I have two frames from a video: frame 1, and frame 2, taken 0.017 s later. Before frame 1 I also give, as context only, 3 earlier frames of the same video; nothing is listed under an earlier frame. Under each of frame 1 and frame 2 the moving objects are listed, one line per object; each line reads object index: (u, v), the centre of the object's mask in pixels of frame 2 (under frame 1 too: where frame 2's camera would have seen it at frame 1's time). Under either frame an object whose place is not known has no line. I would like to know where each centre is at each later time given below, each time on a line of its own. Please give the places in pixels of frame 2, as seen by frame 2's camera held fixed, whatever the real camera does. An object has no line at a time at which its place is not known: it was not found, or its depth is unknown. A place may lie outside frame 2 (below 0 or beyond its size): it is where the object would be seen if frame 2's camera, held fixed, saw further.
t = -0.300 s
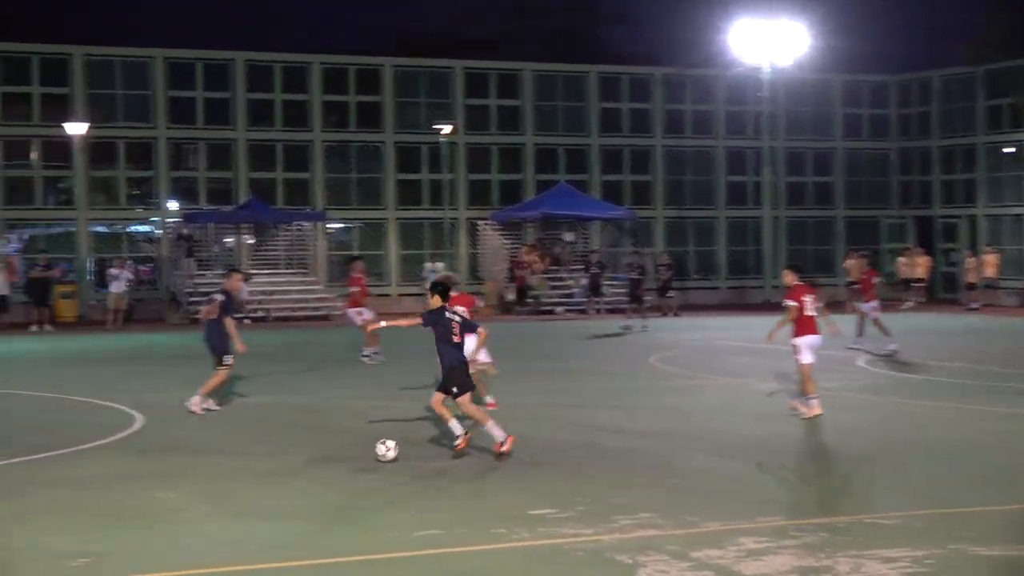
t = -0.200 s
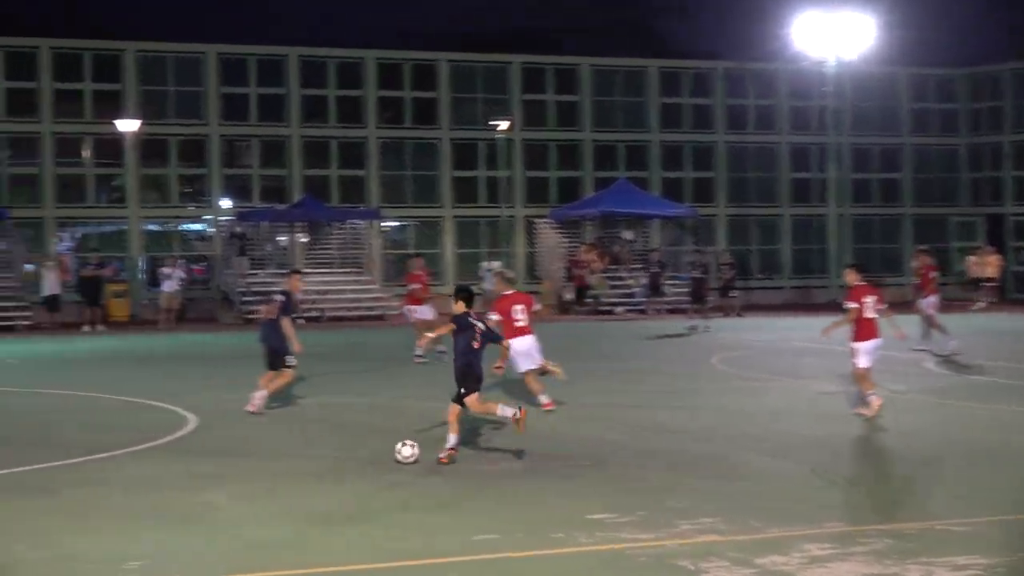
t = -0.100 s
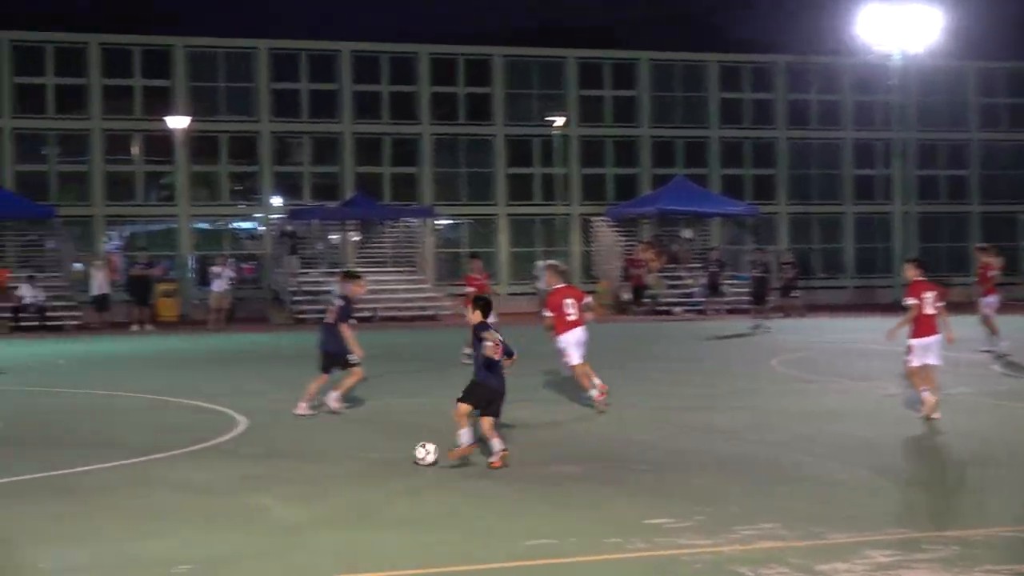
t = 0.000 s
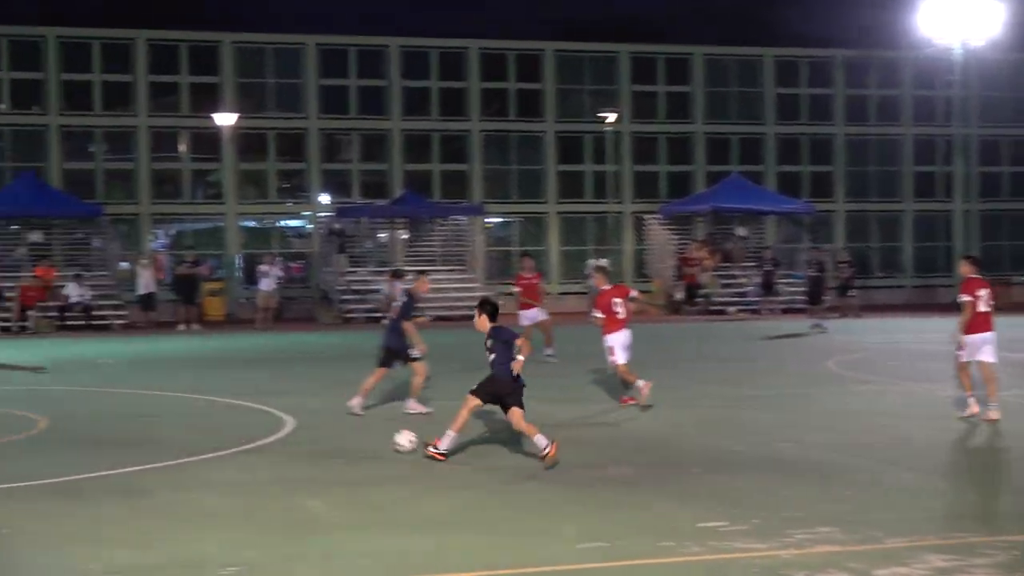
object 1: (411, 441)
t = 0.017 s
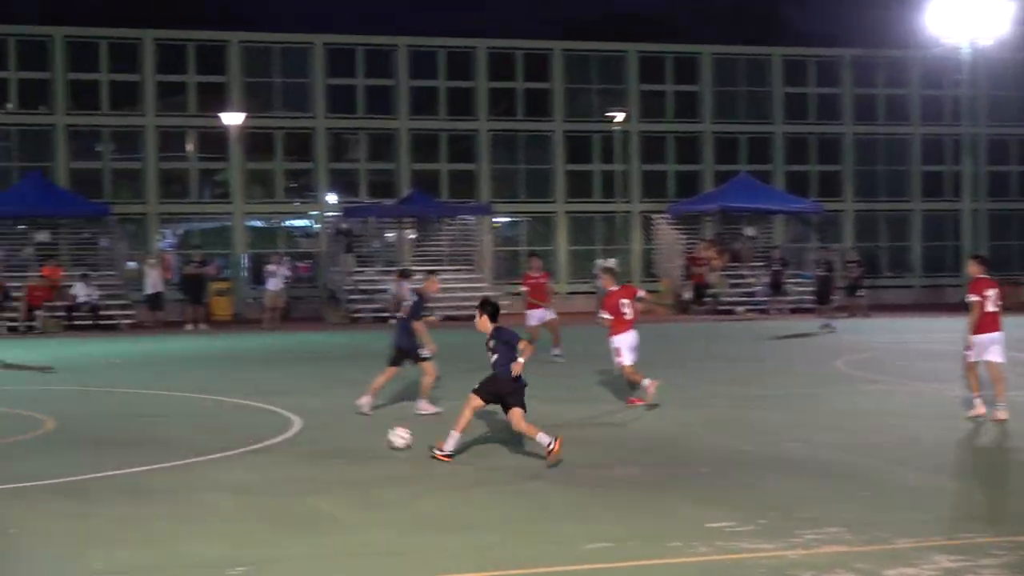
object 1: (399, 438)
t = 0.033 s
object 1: (388, 435)
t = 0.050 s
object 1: (377, 433)
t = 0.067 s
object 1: (366, 431)
